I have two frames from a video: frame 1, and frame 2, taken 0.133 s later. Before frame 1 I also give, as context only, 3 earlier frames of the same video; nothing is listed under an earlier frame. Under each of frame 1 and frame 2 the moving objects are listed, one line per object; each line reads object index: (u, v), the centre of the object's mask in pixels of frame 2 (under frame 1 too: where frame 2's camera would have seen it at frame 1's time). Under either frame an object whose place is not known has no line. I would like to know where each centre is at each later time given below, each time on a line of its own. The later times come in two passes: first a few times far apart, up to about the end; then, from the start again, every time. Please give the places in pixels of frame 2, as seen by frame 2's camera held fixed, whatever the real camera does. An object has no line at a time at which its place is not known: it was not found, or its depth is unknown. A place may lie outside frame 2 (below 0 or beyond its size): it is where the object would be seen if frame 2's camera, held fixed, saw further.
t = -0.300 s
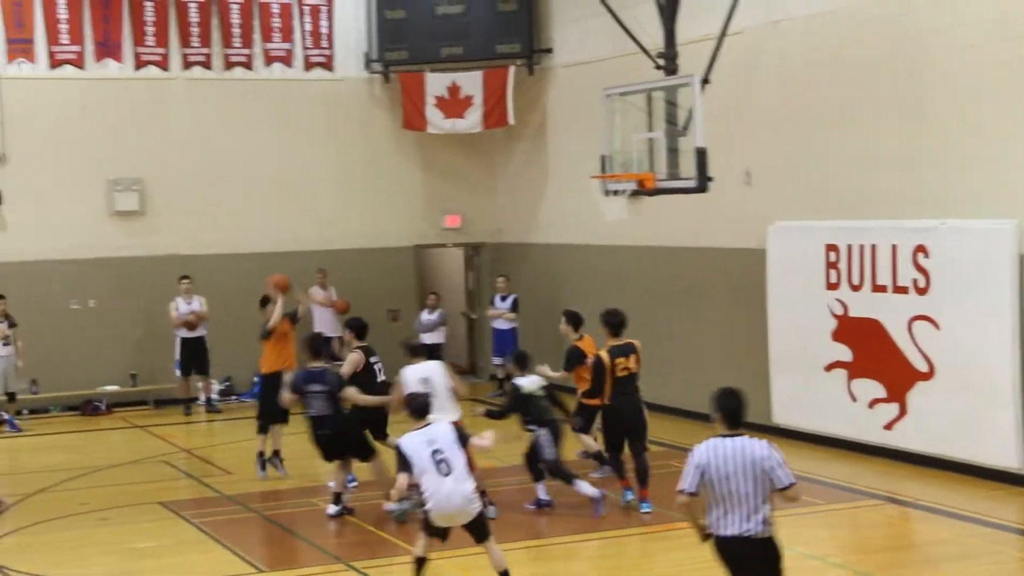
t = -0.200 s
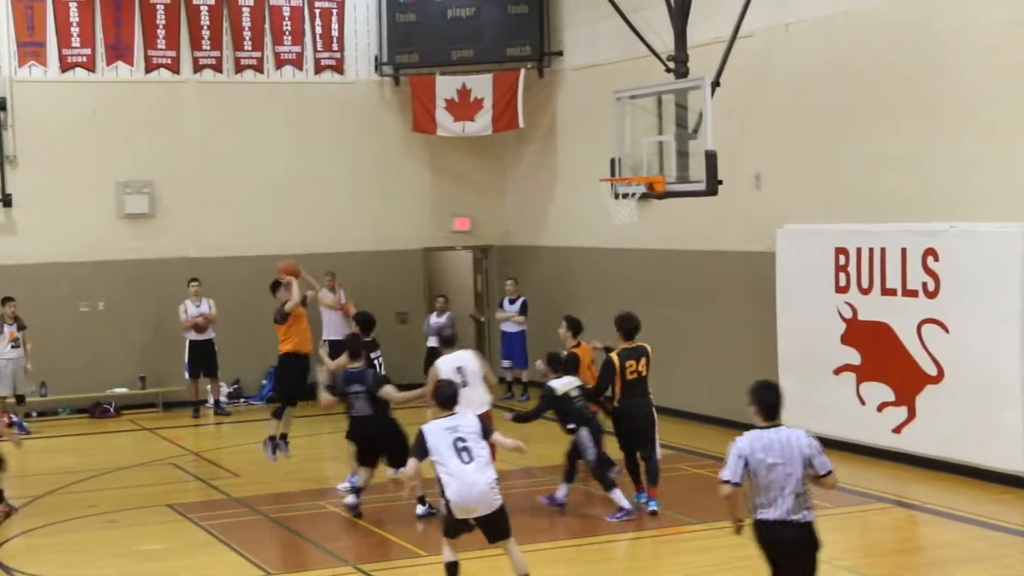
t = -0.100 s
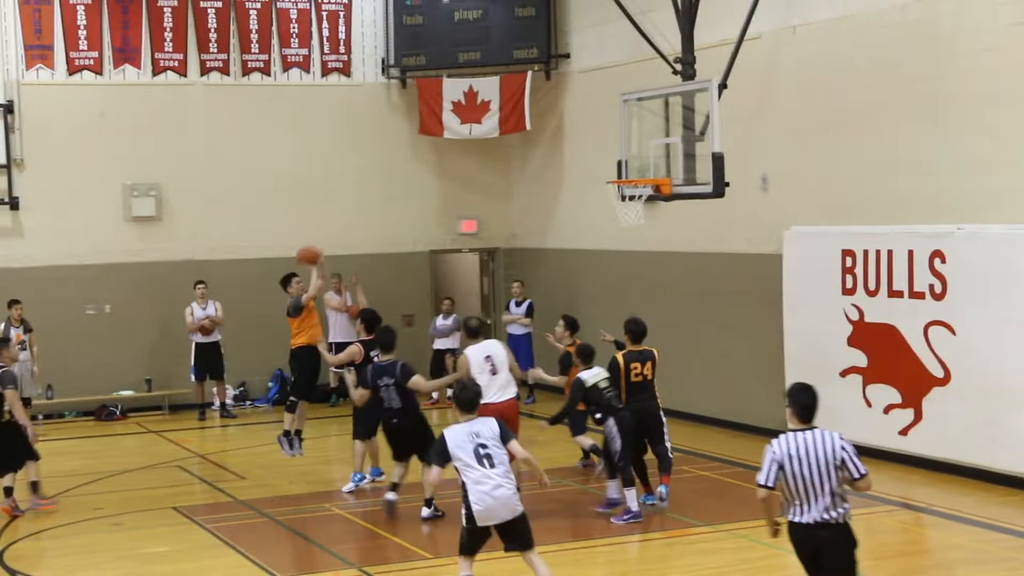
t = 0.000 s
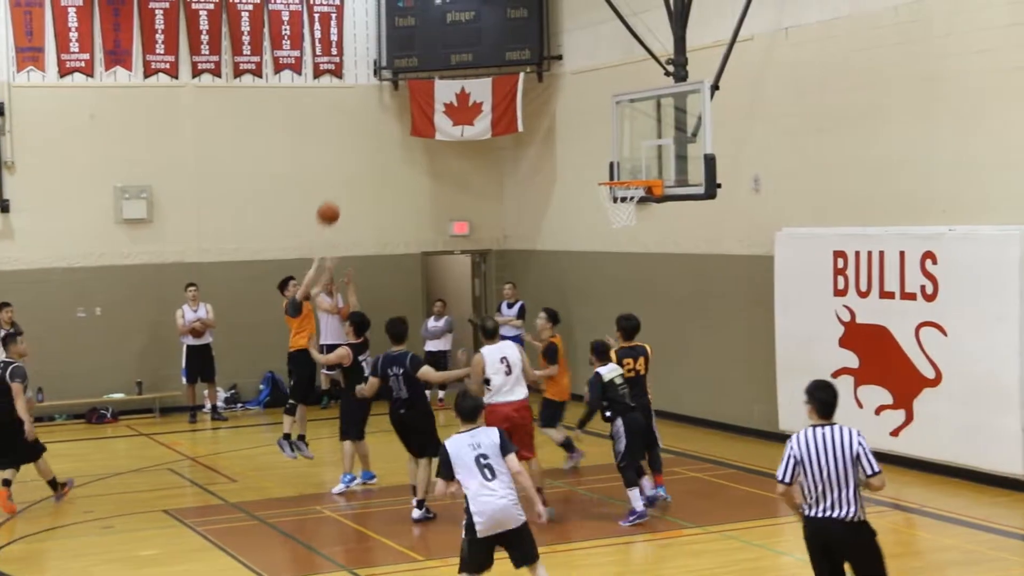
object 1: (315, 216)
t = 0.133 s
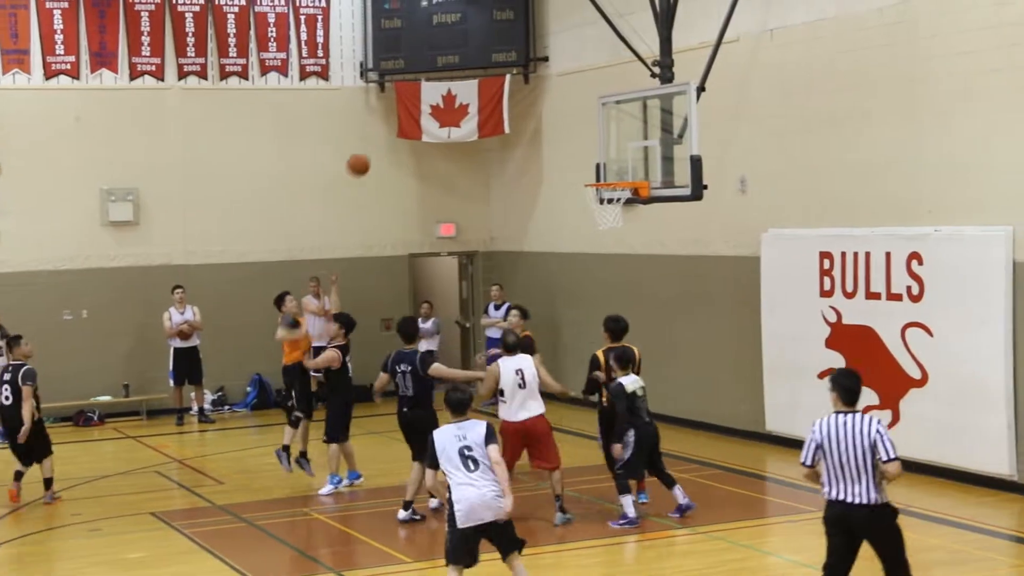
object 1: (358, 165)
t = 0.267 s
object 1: (402, 130)
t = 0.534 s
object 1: (496, 109)
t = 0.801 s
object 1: (594, 164)
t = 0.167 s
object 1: (369, 155)
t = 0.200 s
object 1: (380, 146)
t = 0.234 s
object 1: (391, 138)
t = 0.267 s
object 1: (402, 130)
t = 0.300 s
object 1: (413, 124)
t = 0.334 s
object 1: (425, 119)
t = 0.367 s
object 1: (437, 115)
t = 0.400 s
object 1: (450, 114)
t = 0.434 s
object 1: (460, 111)
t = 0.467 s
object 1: (471, 110)
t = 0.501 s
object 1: (483, 108)
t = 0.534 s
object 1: (496, 109)
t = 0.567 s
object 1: (509, 114)
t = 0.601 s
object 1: (520, 117)
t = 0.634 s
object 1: (532, 122)
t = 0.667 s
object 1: (545, 129)
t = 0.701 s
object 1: (557, 135)
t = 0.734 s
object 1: (569, 144)
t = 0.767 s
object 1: (582, 153)
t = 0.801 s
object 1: (594, 164)
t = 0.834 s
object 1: (606, 173)
